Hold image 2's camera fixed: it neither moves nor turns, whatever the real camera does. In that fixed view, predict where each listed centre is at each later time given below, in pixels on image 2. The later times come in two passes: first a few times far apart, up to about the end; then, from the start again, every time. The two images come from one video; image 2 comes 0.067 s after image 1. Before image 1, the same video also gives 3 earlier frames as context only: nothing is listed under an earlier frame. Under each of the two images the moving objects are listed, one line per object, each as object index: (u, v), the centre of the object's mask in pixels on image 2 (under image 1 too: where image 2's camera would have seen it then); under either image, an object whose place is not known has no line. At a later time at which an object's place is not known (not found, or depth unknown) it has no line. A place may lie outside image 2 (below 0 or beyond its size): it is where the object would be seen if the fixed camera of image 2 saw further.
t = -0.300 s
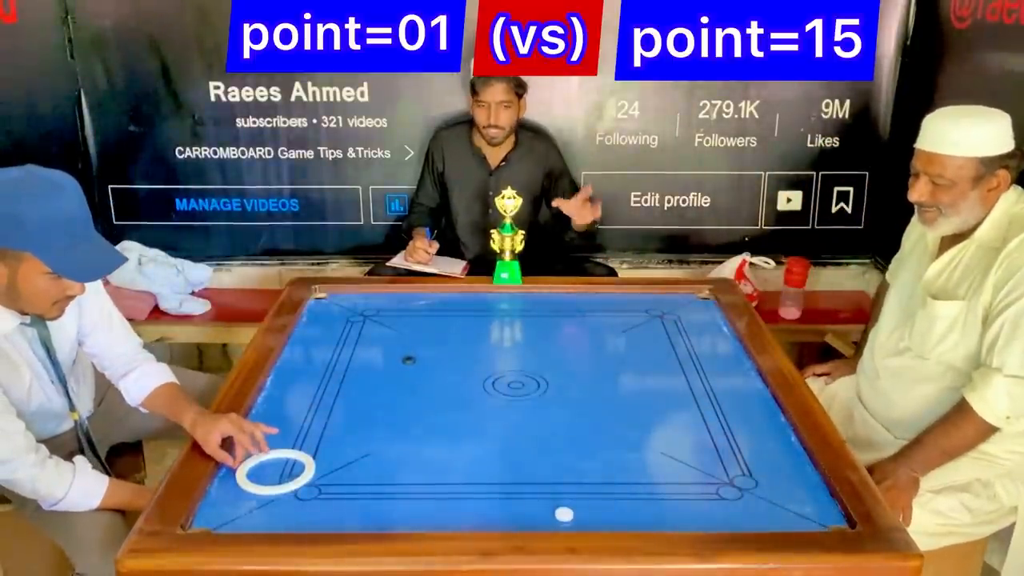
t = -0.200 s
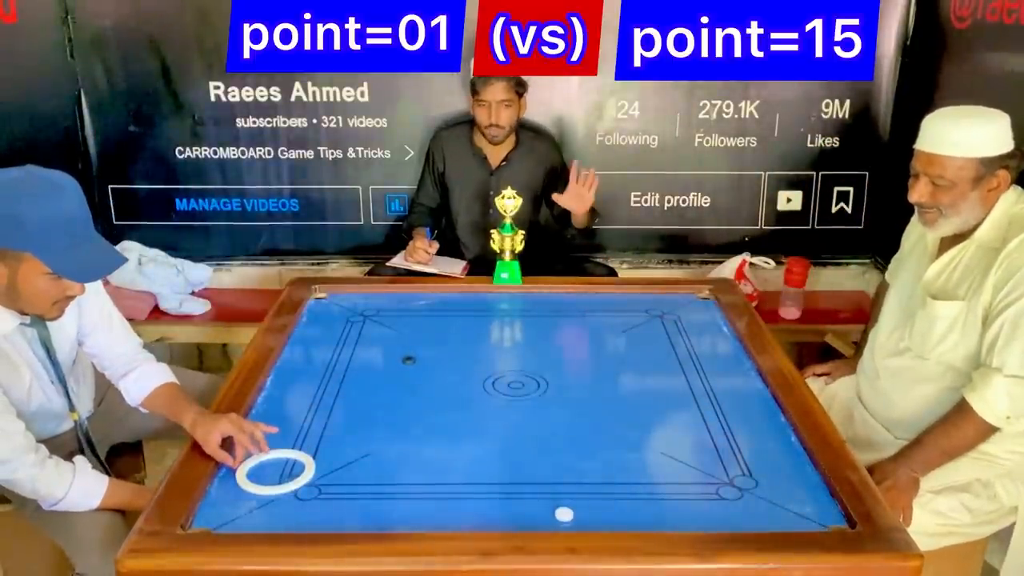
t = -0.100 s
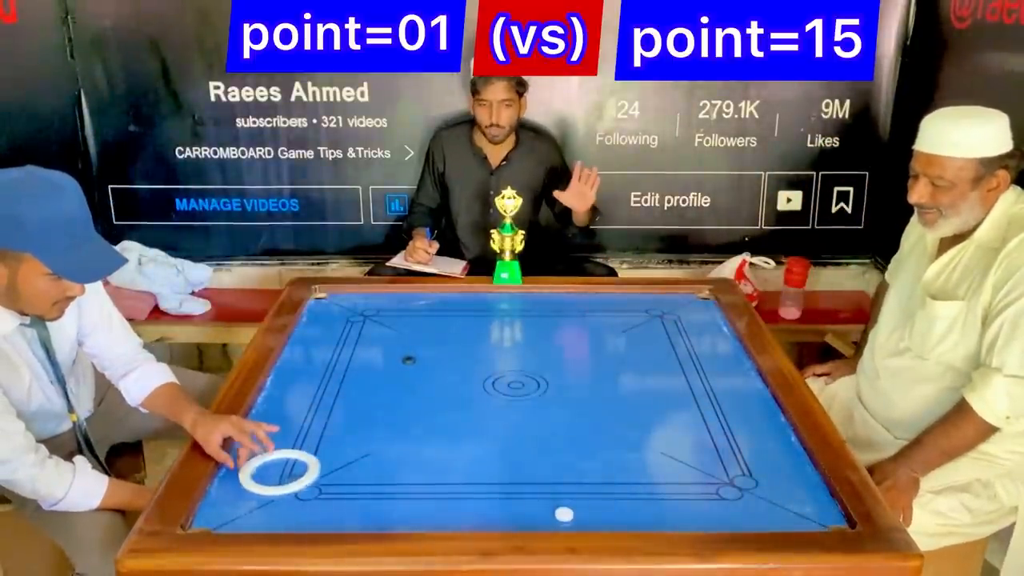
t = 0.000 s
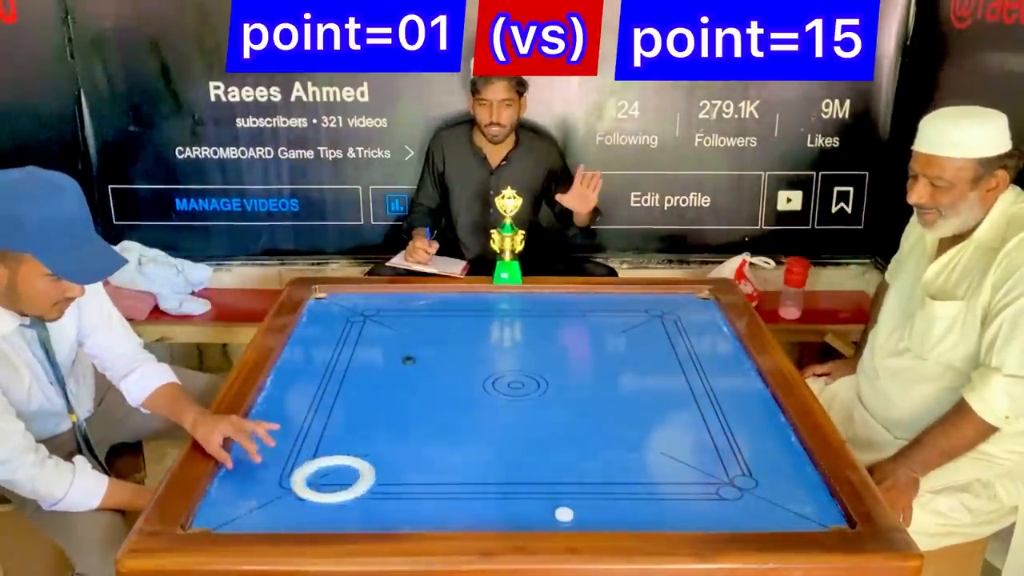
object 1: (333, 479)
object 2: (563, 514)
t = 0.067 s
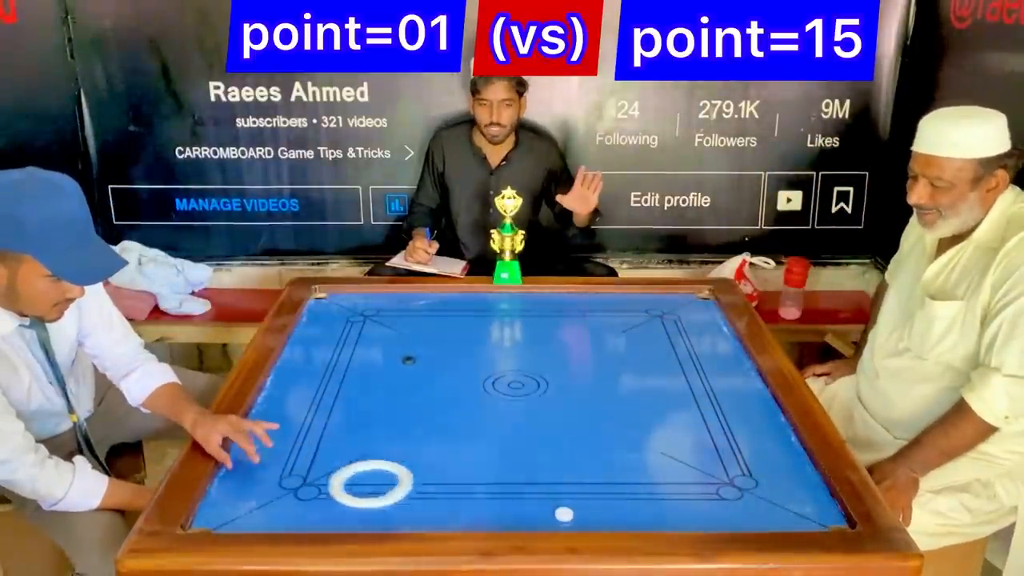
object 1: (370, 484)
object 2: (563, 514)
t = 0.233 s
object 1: (466, 496)
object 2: (563, 514)
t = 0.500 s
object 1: (606, 511)
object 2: (664, 529)
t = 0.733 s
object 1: (713, 511)
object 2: (772, 513)
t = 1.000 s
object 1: (798, 509)
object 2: (815, 477)
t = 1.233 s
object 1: (755, 509)
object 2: (787, 437)
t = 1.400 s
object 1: (725, 508)
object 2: (769, 414)
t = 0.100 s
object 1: (389, 487)
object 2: (563, 514)
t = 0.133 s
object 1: (409, 489)
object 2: (563, 514)
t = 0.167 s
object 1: (428, 491)
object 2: (563, 514)
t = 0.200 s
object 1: (447, 493)
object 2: (563, 514)
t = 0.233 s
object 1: (466, 496)
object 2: (563, 514)
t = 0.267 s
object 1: (485, 498)
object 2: (563, 514)
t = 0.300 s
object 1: (505, 501)
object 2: (564, 514)
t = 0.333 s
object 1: (524, 503)
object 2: (572, 516)
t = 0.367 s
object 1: (540, 505)
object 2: (590, 520)
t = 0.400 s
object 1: (557, 507)
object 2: (608, 523)
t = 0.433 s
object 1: (573, 508)
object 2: (627, 526)
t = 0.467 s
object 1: (590, 510)
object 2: (646, 528)
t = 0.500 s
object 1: (606, 511)
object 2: (664, 529)
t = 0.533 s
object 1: (621, 501)
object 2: (677, 527)
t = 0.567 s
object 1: (638, 501)
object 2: (690, 525)
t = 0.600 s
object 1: (652, 500)
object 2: (707, 522)
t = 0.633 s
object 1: (669, 499)
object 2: (724, 519)
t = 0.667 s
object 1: (683, 499)
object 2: (740, 517)
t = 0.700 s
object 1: (701, 499)
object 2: (757, 515)
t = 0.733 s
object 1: (713, 511)
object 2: (772, 513)
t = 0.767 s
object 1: (727, 511)
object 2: (788, 510)
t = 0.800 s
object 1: (741, 510)
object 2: (804, 507)
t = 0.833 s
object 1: (755, 510)
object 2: (818, 505)
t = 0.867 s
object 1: (769, 509)
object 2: (828, 502)
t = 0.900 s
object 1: (781, 509)
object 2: (825, 495)
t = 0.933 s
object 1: (790, 509)
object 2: (821, 489)
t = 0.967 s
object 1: (798, 509)
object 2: (818, 482)
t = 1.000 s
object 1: (798, 509)
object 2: (815, 477)
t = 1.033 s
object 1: (792, 509)
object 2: (810, 470)
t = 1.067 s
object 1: (786, 509)
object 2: (807, 464)
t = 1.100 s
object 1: (779, 509)
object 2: (802, 458)
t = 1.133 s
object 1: (773, 509)
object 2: (799, 453)
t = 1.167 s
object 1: (767, 509)
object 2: (795, 448)
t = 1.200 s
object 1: (761, 509)
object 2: (791, 442)
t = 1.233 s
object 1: (755, 509)
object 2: (787, 437)
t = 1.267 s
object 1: (749, 509)
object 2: (783, 432)
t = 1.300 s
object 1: (743, 509)
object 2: (779, 427)
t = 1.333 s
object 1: (737, 508)
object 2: (776, 423)
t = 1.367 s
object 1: (731, 508)
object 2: (772, 418)
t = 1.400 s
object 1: (725, 508)
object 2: (769, 414)
